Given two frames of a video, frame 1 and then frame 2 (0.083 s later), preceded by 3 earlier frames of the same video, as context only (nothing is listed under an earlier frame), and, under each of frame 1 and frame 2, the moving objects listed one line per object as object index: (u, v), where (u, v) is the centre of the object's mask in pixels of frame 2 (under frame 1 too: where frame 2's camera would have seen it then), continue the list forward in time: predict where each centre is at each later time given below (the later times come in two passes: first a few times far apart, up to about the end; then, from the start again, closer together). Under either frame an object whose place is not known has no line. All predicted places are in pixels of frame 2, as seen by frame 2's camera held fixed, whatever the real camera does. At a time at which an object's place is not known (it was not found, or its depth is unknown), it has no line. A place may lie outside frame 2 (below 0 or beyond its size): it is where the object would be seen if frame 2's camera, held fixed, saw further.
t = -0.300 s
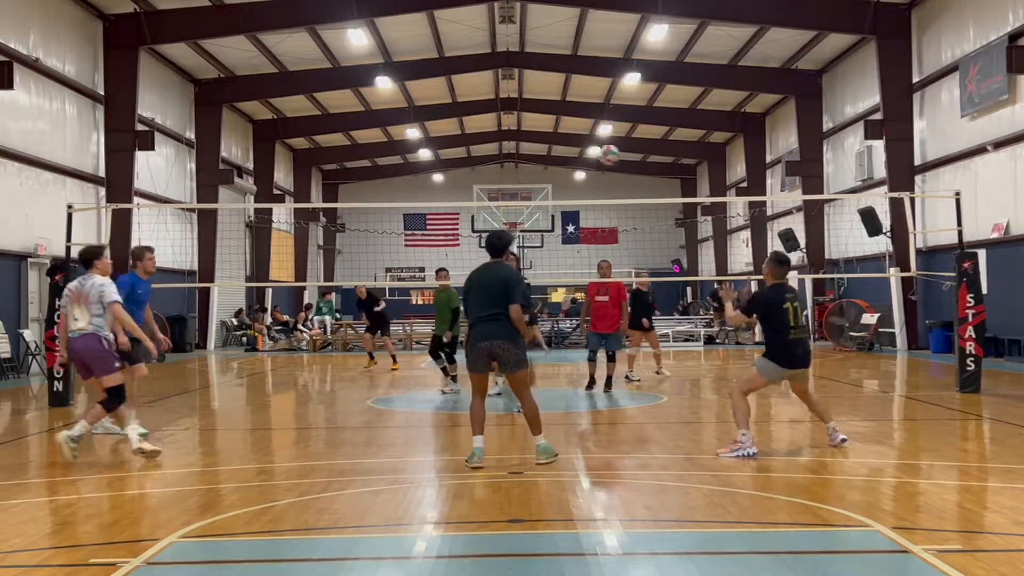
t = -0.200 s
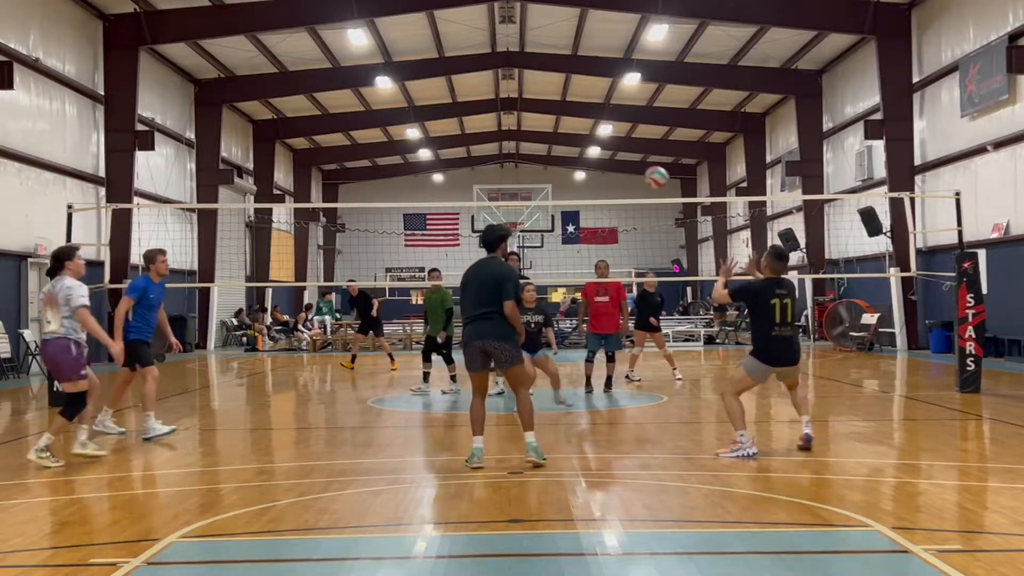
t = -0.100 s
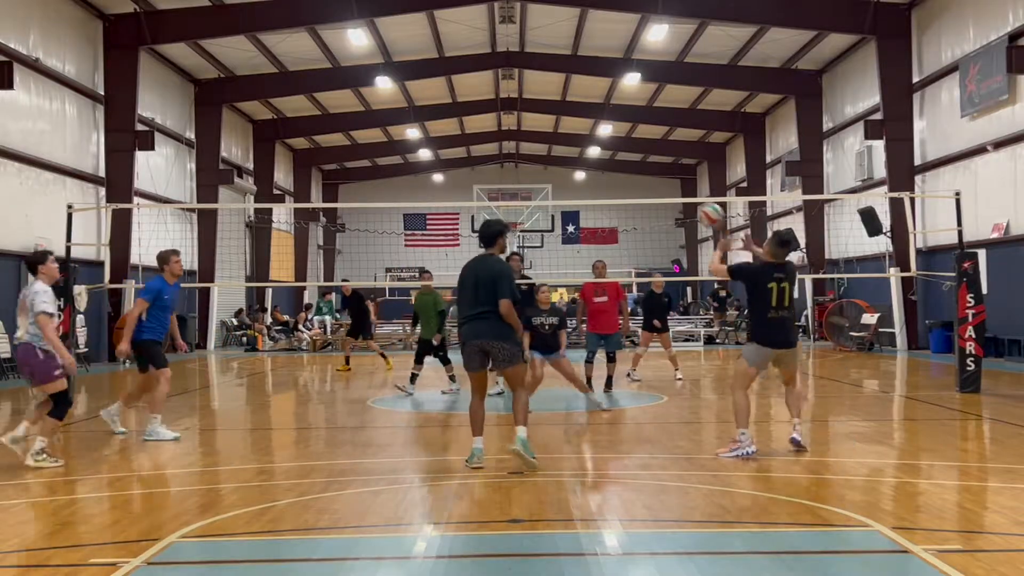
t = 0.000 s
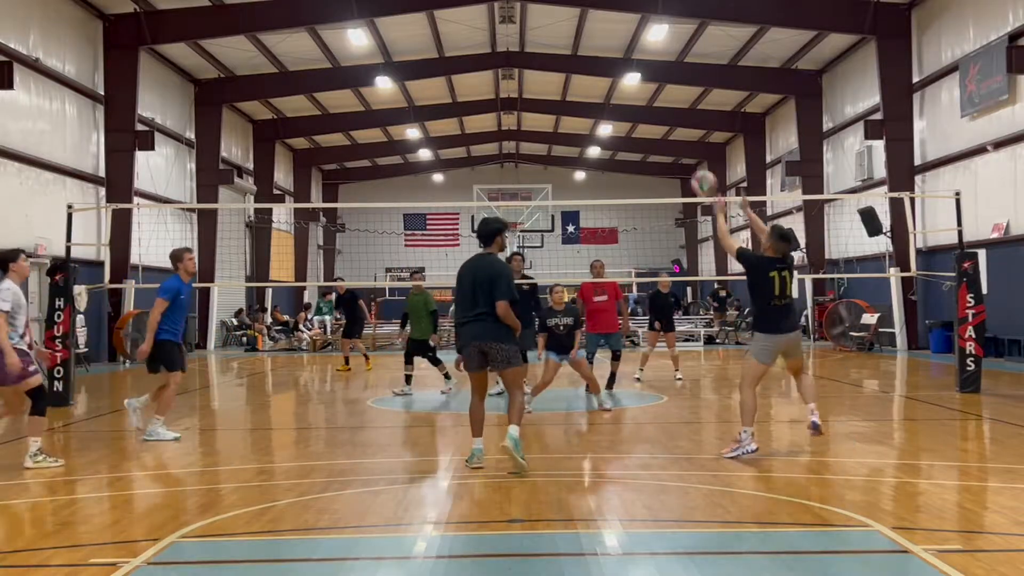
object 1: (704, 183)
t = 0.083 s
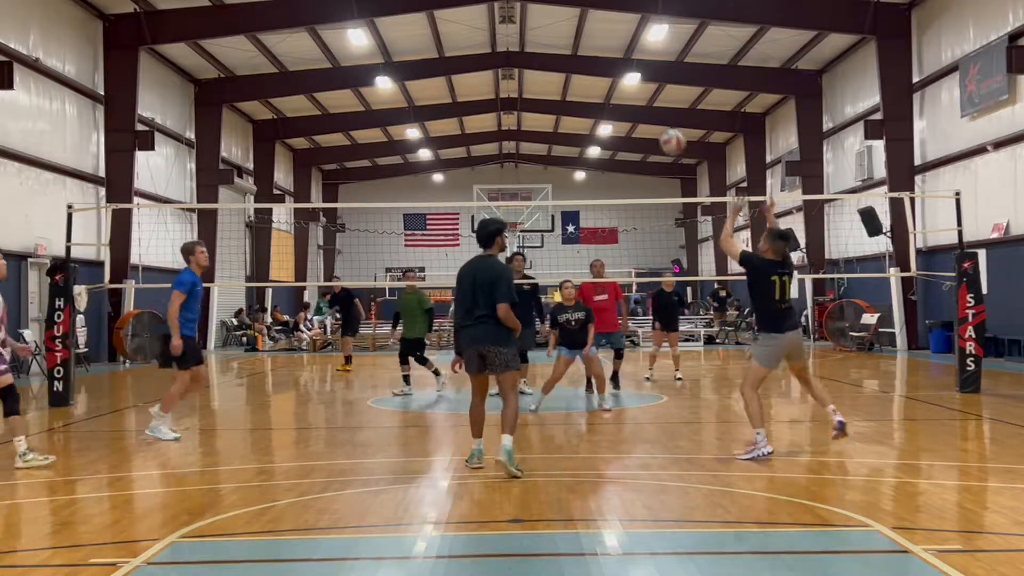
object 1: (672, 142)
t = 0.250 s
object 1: (616, 87)
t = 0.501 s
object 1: (546, 73)
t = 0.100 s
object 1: (667, 134)
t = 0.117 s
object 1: (661, 127)
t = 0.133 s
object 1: (655, 120)
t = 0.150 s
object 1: (649, 115)
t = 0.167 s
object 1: (644, 110)
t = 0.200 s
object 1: (632, 96)
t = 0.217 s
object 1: (626, 93)
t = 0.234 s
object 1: (621, 91)
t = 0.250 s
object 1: (616, 87)
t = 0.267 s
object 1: (612, 84)
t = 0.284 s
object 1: (607, 80)
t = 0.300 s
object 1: (602, 78)
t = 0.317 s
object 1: (596, 76)
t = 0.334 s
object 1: (591, 75)
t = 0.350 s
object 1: (586, 73)
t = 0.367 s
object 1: (582, 72)
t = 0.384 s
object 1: (577, 71)
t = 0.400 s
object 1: (572, 71)
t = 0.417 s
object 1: (568, 70)
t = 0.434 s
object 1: (563, 71)
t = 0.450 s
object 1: (559, 70)
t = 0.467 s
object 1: (555, 72)
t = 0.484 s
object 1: (550, 73)
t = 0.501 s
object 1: (546, 73)
